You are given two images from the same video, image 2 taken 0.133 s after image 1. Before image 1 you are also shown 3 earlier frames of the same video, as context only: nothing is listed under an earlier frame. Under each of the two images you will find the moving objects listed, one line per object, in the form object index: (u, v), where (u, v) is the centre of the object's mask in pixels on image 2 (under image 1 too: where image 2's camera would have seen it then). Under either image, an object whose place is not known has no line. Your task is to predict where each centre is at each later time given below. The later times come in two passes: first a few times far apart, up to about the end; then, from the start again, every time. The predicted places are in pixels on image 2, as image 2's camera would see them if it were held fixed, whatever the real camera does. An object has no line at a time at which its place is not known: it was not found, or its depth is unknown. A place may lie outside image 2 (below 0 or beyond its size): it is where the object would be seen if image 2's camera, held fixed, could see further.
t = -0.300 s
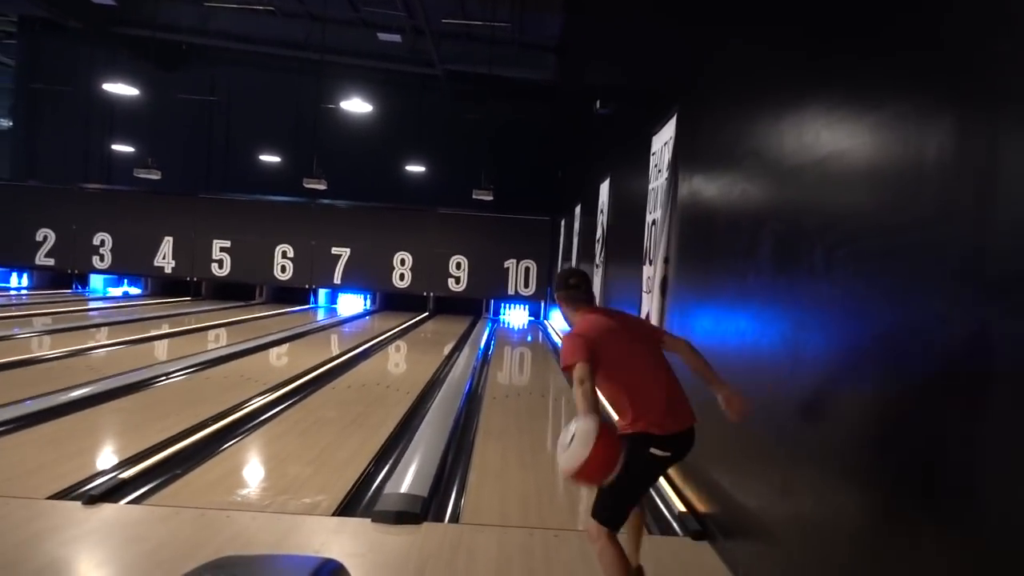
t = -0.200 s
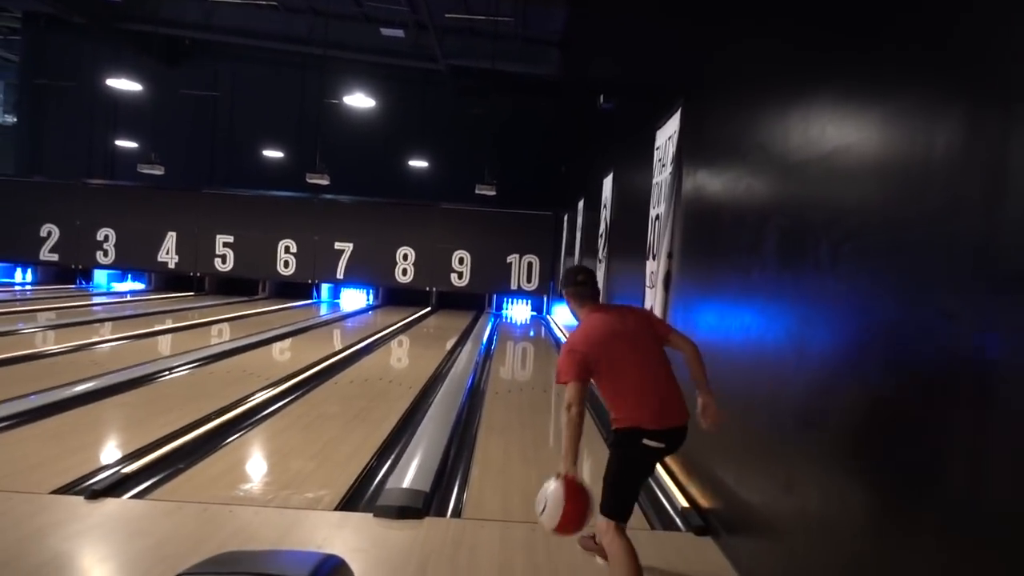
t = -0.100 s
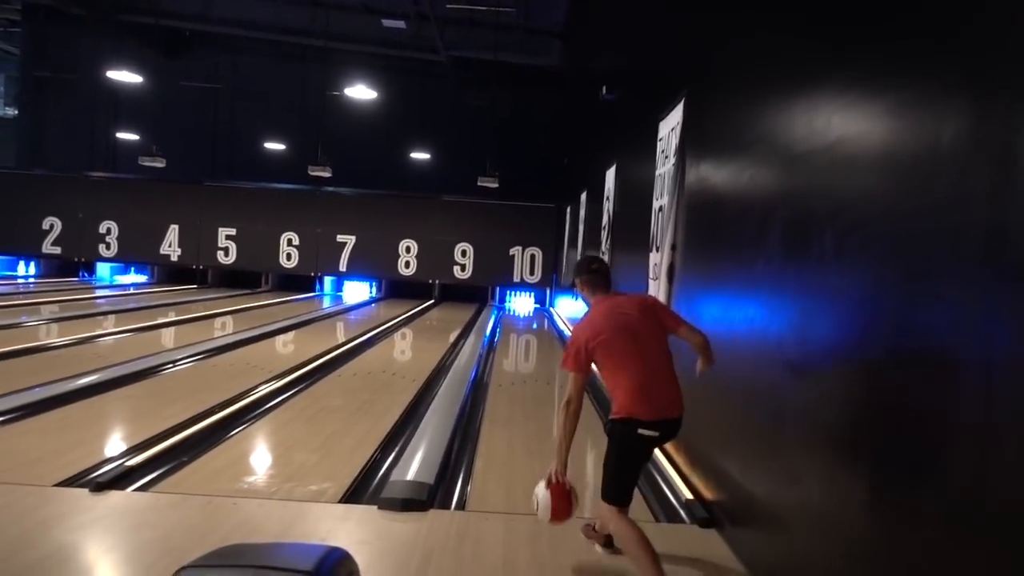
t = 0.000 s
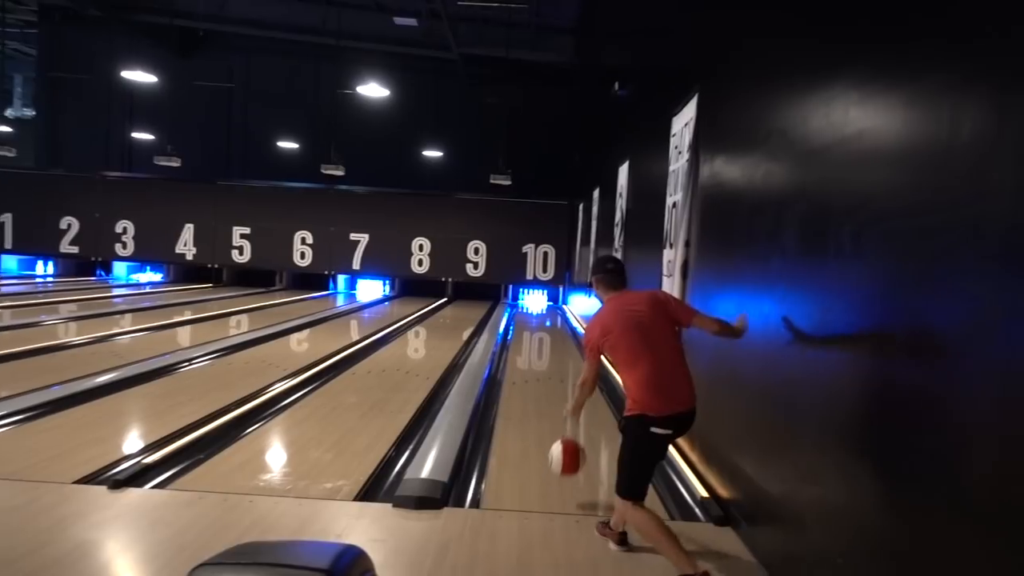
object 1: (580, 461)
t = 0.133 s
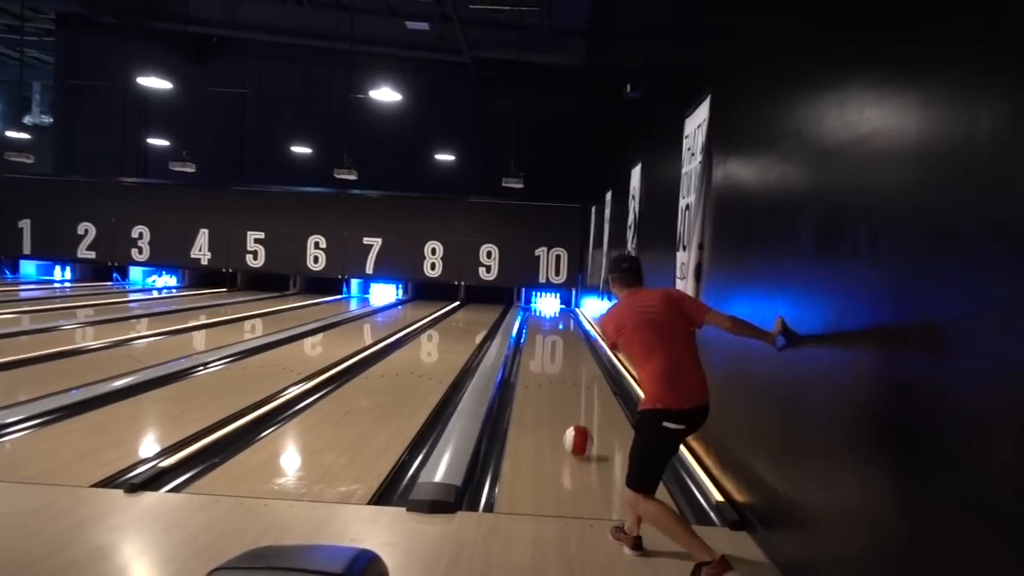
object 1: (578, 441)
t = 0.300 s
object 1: (576, 407)
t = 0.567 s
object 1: (574, 371)
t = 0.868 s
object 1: (574, 348)
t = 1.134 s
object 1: (574, 334)
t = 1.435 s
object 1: (572, 323)
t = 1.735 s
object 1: (574, 317)
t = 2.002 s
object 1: (572, 311)
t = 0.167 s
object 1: (578, 434)
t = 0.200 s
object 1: (577, 425)
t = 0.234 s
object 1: (577, 418)
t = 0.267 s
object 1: (576, 413)
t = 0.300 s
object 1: (576, 407)
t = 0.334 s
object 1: (575, 401)
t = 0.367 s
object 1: (576, 396)
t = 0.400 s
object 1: (575, 391)
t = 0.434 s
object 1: (576, 387)
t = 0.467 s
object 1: (575, 382)
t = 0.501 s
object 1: (575, 378)
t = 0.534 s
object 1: (574, 374)
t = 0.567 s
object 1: (574, 371)
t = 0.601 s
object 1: (574, 368)
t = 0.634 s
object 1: (575, 365)
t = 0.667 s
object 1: (574, 362)
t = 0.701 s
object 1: (574, 359)
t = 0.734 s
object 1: (573, 357)
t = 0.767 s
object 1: (574, 354)
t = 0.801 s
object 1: (574, 352)
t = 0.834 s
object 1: (574, 349)
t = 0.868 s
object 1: (574, 348)
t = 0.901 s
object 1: (573, 345)
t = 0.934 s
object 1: (573, 343)
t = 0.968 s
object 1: (574, 341)
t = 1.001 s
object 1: (573, 340)
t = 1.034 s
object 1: (573, 338)
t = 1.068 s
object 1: (574, 337)
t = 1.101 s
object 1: (574, 336)
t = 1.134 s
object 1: (574, 334)
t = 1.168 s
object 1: (574, 333)
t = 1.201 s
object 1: (574, 331)
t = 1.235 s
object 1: (574, 330)
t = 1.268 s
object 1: (573, 328)
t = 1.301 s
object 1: (573, 326)
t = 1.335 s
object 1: (573, 326)
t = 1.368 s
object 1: (572, 324)
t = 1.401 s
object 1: (573, 324)
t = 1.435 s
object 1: (572, 323)
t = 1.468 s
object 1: (572, 322)
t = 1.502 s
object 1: (573, 321)
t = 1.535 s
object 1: (573, 320)
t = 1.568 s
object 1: (572, 320)
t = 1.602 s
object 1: (572, 319)
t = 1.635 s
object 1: (572, 318)
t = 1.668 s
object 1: (572, 317)
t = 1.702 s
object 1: (574, 317)
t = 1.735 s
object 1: (574, 317)
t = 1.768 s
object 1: (574, 316)
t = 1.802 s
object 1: (574, 317)
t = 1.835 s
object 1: (574, 316)
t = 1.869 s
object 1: (574, 313)
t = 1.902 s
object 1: (574, 311)
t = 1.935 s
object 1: (573, 310)
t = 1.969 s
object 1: (572, 310)
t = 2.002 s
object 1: (572, 311)
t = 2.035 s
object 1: (571, 312)
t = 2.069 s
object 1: (571, 311)
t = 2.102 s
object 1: (570, 309)
